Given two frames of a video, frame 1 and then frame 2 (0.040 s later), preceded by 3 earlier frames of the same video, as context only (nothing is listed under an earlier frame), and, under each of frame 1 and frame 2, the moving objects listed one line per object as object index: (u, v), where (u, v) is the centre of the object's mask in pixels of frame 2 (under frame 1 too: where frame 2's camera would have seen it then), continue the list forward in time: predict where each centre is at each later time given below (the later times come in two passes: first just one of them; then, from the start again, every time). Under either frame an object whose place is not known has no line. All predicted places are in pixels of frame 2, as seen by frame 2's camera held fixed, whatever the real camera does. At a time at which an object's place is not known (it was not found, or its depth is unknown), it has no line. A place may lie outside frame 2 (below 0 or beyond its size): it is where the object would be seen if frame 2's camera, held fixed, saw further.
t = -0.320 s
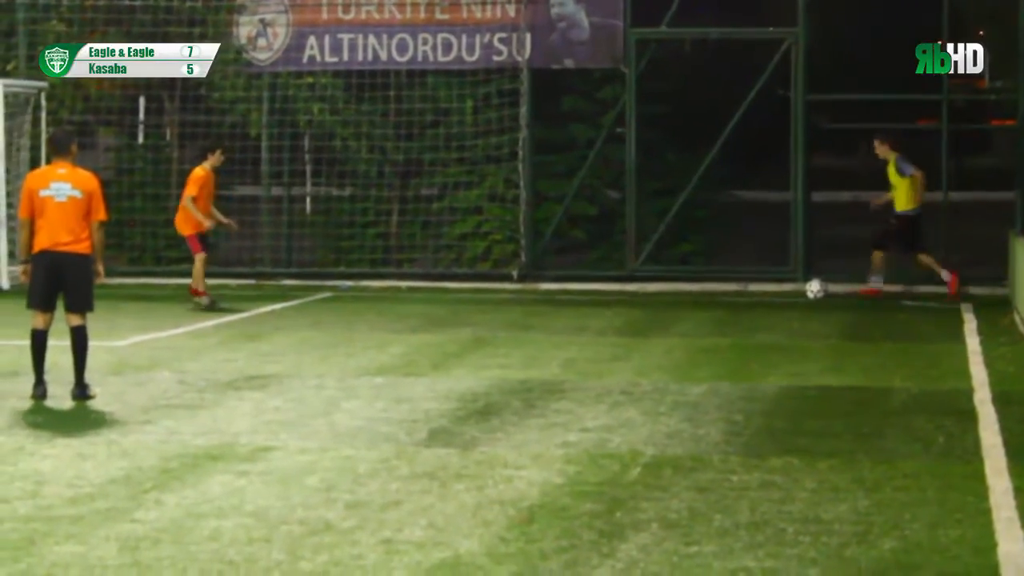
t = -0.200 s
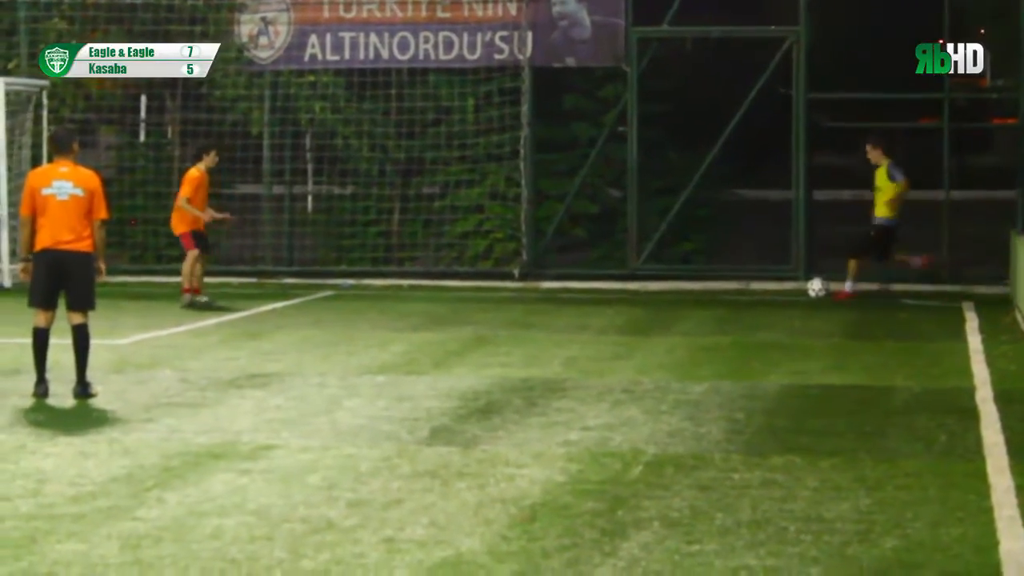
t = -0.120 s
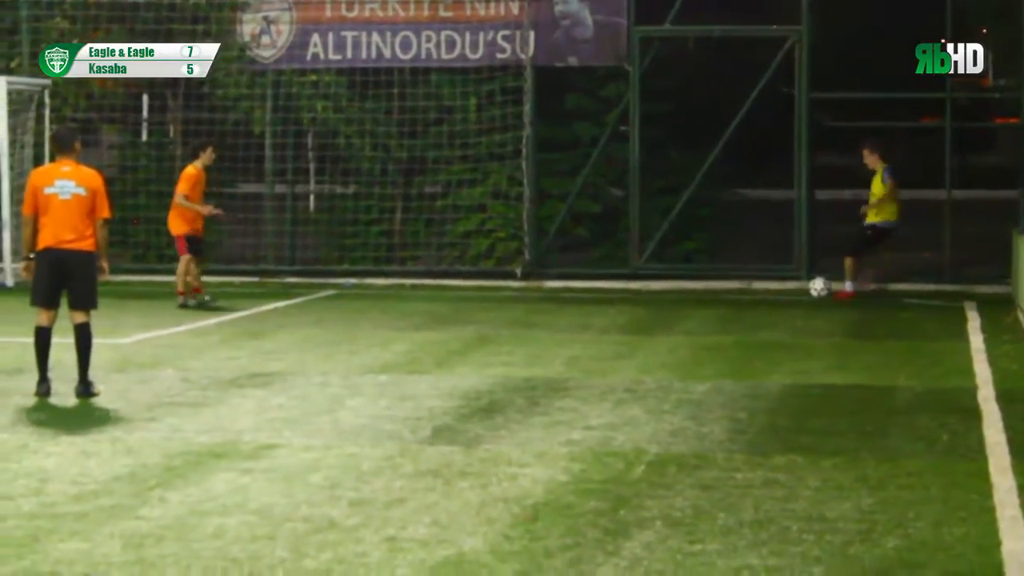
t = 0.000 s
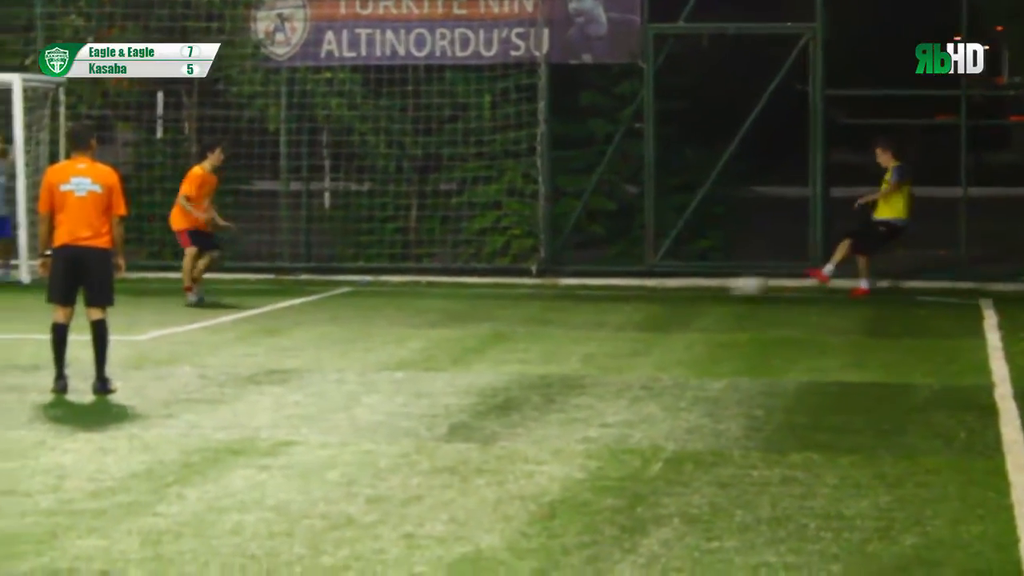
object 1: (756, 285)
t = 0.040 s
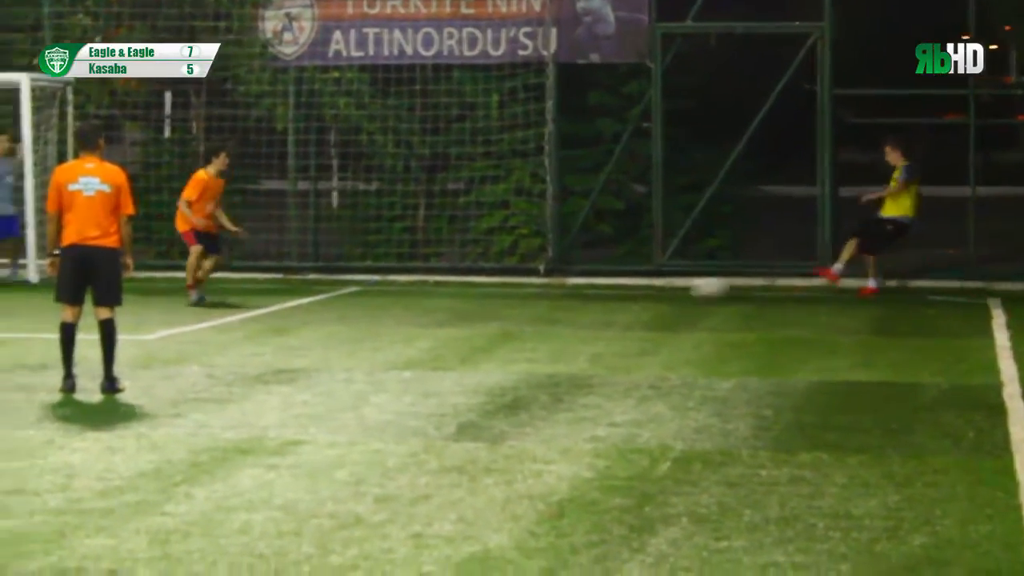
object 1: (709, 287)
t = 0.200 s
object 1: (531, 297)
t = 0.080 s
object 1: (663, 291)
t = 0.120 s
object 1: (620, 294)
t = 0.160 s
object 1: (575, 294)
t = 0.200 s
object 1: (531, 297)
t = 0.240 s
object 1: (485, 301)
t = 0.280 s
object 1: (437, 303)
